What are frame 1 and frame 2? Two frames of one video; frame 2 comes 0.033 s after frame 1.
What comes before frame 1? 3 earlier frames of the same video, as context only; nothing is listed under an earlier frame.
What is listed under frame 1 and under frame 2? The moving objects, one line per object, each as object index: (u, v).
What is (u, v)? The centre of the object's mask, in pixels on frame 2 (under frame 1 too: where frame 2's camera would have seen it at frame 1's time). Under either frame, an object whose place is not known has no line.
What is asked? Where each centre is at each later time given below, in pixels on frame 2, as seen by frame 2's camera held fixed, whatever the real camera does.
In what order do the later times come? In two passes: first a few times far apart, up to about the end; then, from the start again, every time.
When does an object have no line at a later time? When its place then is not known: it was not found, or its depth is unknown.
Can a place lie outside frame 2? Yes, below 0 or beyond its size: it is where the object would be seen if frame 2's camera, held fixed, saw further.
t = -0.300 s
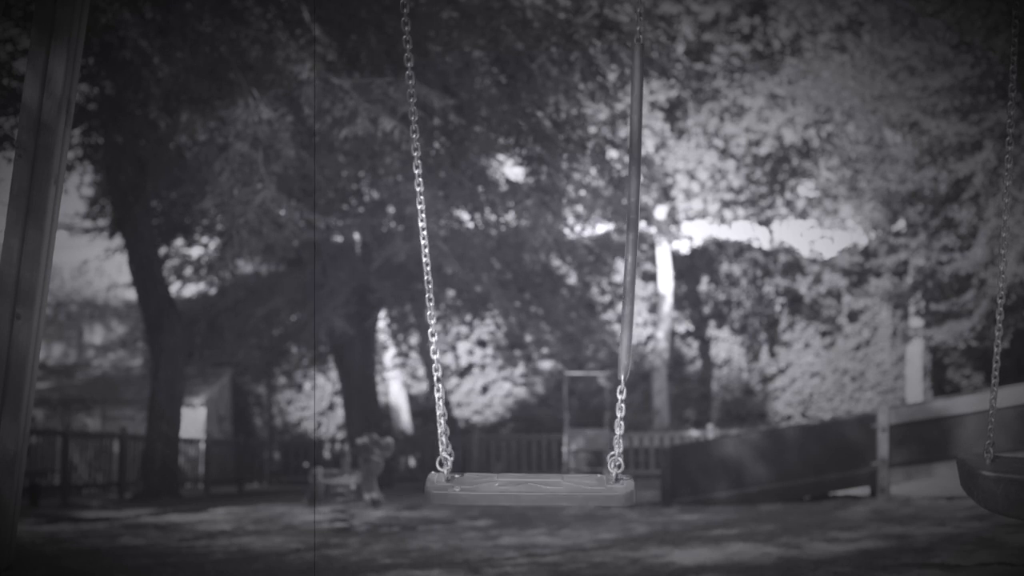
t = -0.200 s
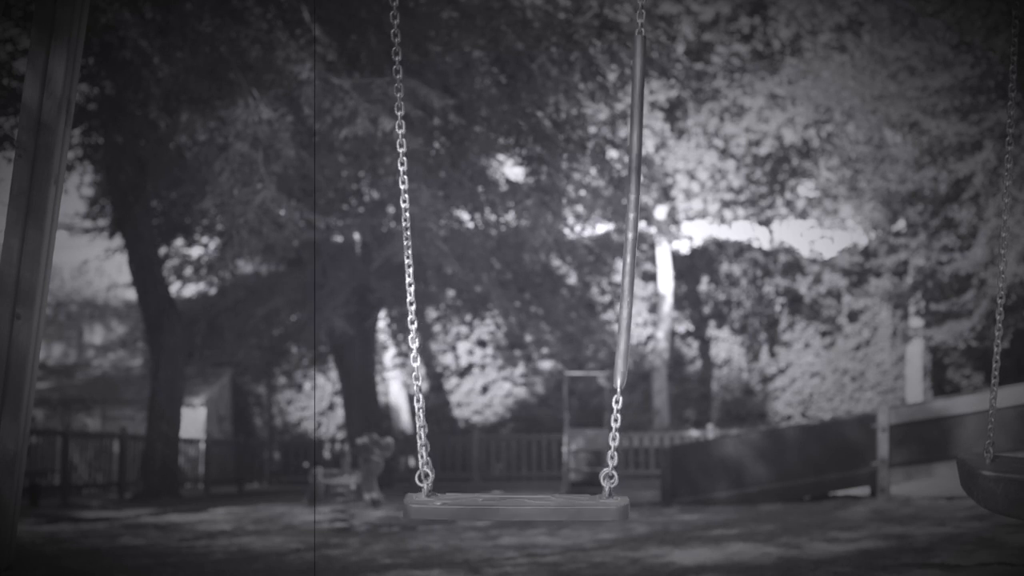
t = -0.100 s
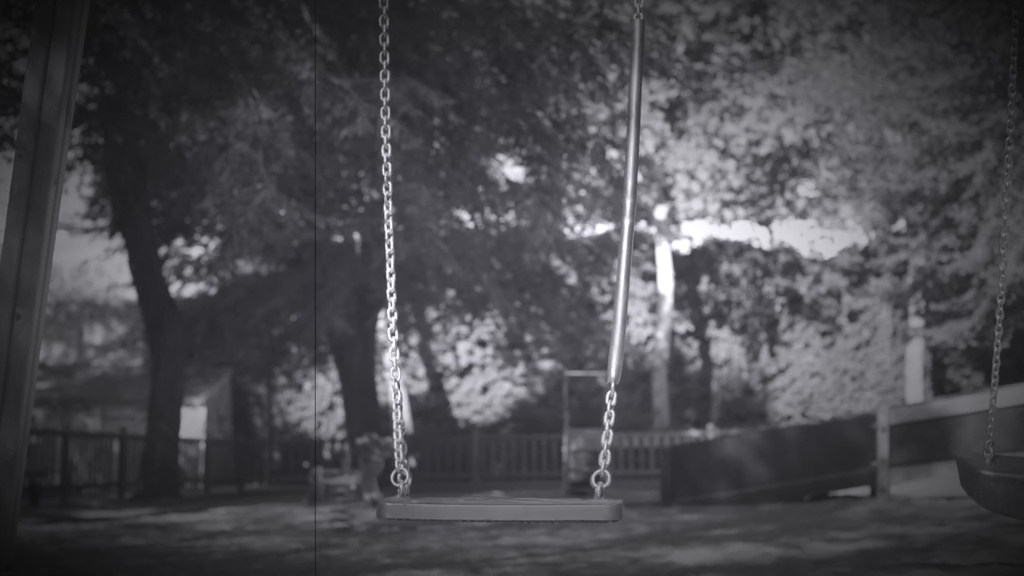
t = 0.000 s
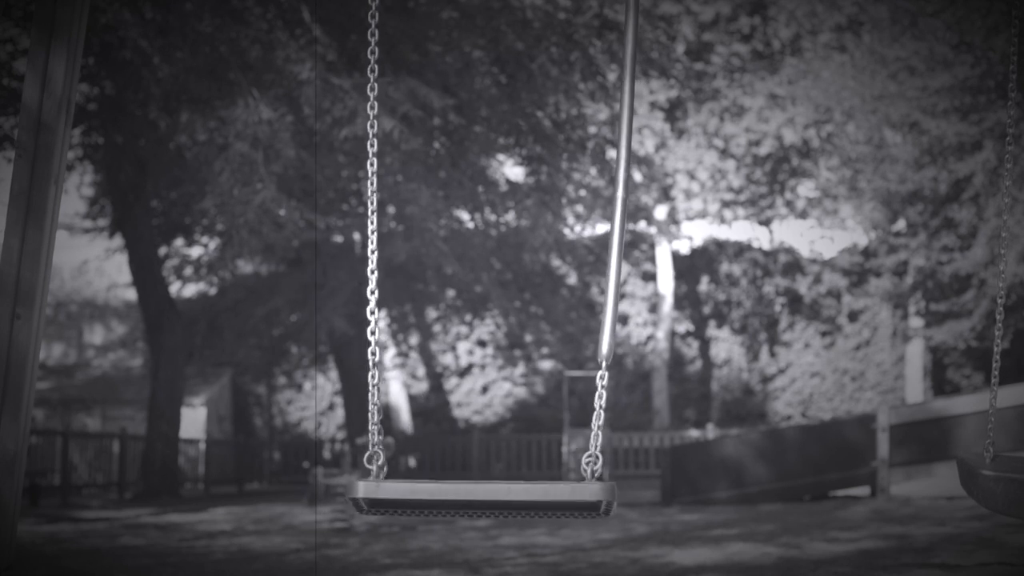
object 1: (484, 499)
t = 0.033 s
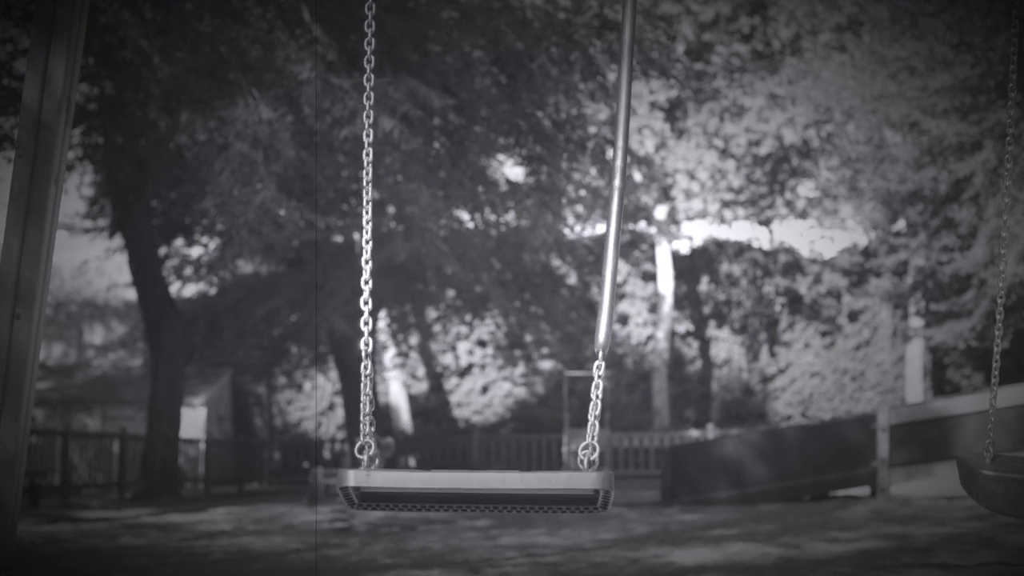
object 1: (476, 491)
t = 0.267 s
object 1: (437, 401)
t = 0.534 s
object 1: (424, 367)
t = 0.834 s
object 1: (465, 482)
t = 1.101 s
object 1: (509, 508)
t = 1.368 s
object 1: (541, 446)
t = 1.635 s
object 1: (554, 388)
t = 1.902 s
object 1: (550, 407)
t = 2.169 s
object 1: (527, 482)
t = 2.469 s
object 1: (483, 506)
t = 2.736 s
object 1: (440, 423)
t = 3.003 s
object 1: (428, 372)
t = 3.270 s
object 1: (462, 459)
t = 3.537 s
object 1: (506, 511)
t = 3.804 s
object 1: (537, 468)
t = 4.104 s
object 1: (551, 396)
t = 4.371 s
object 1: (545, 406)
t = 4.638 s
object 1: (524, 474)
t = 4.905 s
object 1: (490, 510)
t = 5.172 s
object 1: (452, 455)
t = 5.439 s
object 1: (438, 383)
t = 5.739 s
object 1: (468, 450)
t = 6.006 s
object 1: (509, 510)
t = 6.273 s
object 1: (534, 478)
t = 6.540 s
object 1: (547, 412)
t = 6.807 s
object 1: (541, 399)
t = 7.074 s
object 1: (521, 458)
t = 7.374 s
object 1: (492, 510)
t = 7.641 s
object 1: (463, 470)
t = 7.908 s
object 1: (453, 394)
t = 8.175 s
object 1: (474, 433)
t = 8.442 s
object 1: (507, 506)
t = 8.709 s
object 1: (528, 494)
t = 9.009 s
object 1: (537, 422)
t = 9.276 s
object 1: (530, 403)
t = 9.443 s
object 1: (525, 427)
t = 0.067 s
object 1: (470, 481)
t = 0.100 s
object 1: (465, 469)
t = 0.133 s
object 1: (459, 456)
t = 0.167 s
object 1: (453, 443)
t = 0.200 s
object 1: (447, 429)
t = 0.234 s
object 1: (442, 414)
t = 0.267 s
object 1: (437, 401)
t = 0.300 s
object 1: (433, 388)
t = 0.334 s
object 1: (430, 378)
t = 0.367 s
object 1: (427, 369)
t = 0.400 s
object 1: (425, 363)
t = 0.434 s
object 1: (423, 360)
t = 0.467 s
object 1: (422, 359)
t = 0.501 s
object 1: (422, 362)
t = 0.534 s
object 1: (424, 367)
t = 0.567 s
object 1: (426, 376)
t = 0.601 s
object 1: (428, 386)
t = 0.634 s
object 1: (431, 398)
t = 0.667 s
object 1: (436, 412)
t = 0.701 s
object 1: (441, 427)
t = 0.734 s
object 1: (447, 442)
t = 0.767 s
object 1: (452, 456)
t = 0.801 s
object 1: (458, 469)
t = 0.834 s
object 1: (465, 482)
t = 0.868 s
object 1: (470, 491)
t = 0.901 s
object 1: (477, 499)
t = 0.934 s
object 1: (484, 505)
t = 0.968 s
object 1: (489, 508)
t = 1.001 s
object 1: (493, 510)
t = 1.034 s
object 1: (501, 511)
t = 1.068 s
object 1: (503, 511)
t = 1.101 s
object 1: (509, 508)
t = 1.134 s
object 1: (515, 503)
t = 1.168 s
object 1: (520, 497)
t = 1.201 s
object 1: (523, 491)
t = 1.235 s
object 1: (527, 483)
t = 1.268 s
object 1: (530, 474)
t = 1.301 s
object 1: (534, 465)
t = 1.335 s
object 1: (537, 456)
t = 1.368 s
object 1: (541, 446)
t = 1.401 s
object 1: (544, 436)
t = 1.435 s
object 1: (545, 427)
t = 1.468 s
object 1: (550, 418)
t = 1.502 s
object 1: (552, 410)
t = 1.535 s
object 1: (552, 403)
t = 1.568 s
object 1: (553, 396)
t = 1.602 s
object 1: (553, 392)
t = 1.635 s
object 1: (554, 388)
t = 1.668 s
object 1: (556, 386)
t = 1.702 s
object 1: (555, 385)
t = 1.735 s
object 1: (555, 386)
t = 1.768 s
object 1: (555, 387)
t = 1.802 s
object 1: (552, 390)
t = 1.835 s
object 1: (553, 395)
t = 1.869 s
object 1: (552, 400)
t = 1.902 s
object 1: (550, 407)
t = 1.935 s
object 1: (546, 416)
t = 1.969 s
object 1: (547, 424)
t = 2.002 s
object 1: (543, 434)
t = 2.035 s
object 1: (541, 444)
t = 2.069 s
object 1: (538, 454)
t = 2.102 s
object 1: (535, 464)
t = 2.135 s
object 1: (532, 473)
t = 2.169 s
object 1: (527, 482)
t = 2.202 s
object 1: (524, 489)
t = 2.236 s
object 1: (519, 496)
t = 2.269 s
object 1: (514, 502)
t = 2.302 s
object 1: (510, 507)
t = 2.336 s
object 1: (503, 510)
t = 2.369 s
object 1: (501, 511)
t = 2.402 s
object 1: (493, 510)
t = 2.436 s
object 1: (489, 508)
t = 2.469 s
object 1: (483, 506)
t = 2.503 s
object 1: (479, 501)
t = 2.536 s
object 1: (471, 494)
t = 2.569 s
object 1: (466, 485)
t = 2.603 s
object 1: (459, 475)
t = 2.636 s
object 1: (454, 463)
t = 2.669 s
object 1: (449, 450)
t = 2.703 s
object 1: (445, 436)
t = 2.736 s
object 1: (440, 423)
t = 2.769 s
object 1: (436, 409)
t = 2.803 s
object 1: (432, 397)
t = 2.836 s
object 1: (429, 387)
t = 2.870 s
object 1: (428, 379)
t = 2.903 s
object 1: (426, 374)
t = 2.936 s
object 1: (427, 370)
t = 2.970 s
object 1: (427, 369)
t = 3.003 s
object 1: (428, 372)
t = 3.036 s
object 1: (429, 378)
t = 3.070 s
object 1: (431, 385)
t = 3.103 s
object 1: (435, 395)
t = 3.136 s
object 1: (439, 406)
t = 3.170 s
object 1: (444, 419)
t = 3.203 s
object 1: (448, 433)
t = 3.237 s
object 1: (454, 447)
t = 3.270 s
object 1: (462, 459)
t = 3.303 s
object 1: (466, 471)
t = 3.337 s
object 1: (472, 483)
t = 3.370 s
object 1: (478, 492)
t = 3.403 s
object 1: (485, 499)
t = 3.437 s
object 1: (490, 505)
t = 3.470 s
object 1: (496, 508)
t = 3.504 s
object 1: (501, 510)
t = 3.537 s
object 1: (506, 511)
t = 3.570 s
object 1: (510, 510)
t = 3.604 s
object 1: (515, 508)
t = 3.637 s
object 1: (520, 504)
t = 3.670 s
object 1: (523, 499)
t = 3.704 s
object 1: (527, 492)
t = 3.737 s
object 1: (530, 485)
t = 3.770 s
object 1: (533, 477)
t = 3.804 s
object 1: (537, 468)
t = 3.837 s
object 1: (539, 459)
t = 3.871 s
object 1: (542, 450)
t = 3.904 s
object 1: (544, 440)
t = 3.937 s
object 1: (546, 431)
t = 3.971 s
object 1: (549, 422)
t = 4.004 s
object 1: (550, 414)
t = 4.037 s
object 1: (550, 407)
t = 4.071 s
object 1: (551, 402)
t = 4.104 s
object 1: (551, 396)
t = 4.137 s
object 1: (551, 393)
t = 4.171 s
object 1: (551, 391)
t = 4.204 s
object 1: (550, 390)
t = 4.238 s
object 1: (550, 391)
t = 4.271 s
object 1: (549, 392)
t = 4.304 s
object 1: (549, 395)
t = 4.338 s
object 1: (546, 399)
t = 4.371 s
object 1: (545, 406)
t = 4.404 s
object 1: (545, 412)
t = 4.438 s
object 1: (544, 419)
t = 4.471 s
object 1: (538, 428)
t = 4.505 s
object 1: (535, 437)
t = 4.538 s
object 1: (534, 446)
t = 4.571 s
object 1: (529, 455)
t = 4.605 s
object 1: (527, 465)
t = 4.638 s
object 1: (524, 474)
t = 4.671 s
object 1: (521, 482)
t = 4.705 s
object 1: (517, 489)
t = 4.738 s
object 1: (513, 496)
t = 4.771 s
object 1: (509, 502)
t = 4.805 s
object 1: (504, 506)
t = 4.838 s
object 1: (497, 509)
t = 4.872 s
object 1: (495, 510)
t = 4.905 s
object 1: (490, 510)
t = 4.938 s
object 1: (485, 509)
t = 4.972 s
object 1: (481, 506)
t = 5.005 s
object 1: (476, 502)
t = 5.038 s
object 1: (469, 495)
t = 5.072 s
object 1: (465, 487)
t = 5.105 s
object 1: (460, 477)
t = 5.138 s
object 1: (457, 466)
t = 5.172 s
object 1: (452, 455)
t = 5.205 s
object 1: (449, 443)
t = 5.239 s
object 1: (446, 431)
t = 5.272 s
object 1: (443, 419)
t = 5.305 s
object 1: (440, 408)
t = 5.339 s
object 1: (439, 398)
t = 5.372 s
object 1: (439, 391)
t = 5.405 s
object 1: (438, 385)
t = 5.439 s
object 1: (438, 383)
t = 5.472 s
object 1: (440, 381)
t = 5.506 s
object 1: (441, 383)
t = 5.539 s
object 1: (443, 387)
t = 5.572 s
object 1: (445, 395)
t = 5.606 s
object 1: (450, 403)
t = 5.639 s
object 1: (453, 414)
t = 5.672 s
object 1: (458, 425)
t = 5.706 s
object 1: (463, 438)
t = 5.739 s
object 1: (468, 450)
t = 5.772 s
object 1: (474, 462)
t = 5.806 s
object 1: (478, 474)
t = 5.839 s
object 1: (484, 484)
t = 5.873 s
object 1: (488, 493)
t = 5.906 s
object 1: (494, 500)
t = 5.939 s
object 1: (500, 505)
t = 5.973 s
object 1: (504, 508)
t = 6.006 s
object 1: (509, 510)
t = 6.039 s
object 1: (511, 511)
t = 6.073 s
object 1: (515, 511)
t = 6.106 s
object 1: (519, 508)
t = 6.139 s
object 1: (521, 505)
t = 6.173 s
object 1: (526, 499)
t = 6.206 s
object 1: (530, 493)
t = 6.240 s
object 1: (533, 486)
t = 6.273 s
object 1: (534, 478)
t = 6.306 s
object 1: (536, 471)
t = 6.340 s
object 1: (537, 462)
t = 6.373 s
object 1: (539, 453)
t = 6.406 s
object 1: (541, 444)
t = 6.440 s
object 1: (543, 435)
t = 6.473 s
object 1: (544, 427)
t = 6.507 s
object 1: (548, 419)
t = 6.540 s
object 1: (547, 412)
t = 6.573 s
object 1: (544, 407)
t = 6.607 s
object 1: (545, 402)
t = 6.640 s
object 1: (545, 398)
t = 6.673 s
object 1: (544, 396)
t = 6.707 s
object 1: (543, 395)
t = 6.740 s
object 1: (543, 395)
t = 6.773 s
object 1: (542, 397)
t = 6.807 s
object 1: (541, 399)
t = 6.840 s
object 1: (538, 404)
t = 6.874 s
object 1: (535, 409)
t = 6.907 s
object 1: (534, 415)
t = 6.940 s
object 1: (534, 422)
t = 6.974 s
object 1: (530, 431)
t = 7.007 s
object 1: (527, 440)
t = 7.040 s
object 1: (525, 449)
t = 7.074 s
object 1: (521, 458)
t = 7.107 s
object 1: (519, 467)
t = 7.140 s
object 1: (516, 475)
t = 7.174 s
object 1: (513, 483)
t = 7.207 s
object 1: (510, 490)
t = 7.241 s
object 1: (508, 496)
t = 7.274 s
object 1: (503, 502)
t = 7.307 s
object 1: (498, 506)
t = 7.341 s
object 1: (493, 509)
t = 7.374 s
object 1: (492, 510)
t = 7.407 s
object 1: (486, 510)
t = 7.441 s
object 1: (487, 509)
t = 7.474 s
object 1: (481, 506)
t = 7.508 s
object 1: (479, 503)
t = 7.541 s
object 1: (473, 497)
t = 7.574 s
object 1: (469, 490)
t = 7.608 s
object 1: (467, 481)
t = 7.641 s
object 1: (463, 470)
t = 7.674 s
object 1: (461, 460)
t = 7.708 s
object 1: (459, 449)
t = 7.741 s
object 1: (456, 437)
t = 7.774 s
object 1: (455, 426)
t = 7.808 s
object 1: (453, 415)
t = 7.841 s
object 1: (453, 406)
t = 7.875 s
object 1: (453, 399)
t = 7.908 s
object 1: (453, 394)
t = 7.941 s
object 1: (455, 391)
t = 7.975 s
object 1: (456, 390)
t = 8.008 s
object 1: (457, 393)
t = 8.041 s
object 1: (461, 397)
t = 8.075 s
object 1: (464, 403)
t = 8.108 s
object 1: (467, 412)
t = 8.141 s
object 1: (471, 422)
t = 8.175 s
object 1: (474, 433)
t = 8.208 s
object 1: (479, 445)
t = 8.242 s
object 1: (482, 456)
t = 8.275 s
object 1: (487, 467)
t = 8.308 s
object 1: (491, 478)
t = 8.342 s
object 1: (496, 487)
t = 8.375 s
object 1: (499, 495)
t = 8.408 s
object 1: (504, 501)
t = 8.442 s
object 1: (507, 506)
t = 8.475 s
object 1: (511, 508)
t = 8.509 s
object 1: (514, 510)
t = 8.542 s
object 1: (516, 511)
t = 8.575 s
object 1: (518, 510)
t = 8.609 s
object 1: (520, 508)
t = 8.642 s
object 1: (523, 505)
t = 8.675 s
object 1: (526, 500)
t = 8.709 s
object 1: (528, 494)
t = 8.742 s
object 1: (530, 486)
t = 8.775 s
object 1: (531, 480)
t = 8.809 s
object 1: (532, 471)
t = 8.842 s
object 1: (532, 464)
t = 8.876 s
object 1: (534, 455)
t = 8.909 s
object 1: (535, 447)
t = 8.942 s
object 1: (535, 438)
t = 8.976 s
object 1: (534, 430)
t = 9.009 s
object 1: (537, 422)
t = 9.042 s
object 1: (535, 417)
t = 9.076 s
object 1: (535, 412)
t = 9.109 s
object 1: (536, 406)
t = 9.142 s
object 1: (534, 403)
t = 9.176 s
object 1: (533, 402)
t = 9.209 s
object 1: (535, 400)
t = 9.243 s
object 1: (534, 400)
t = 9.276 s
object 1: (530, 403)
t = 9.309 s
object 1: (532, 405)
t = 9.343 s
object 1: (527, 409)
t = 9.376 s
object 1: (527, 414)
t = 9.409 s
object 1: (527, 420)
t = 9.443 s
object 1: (525, 427)
